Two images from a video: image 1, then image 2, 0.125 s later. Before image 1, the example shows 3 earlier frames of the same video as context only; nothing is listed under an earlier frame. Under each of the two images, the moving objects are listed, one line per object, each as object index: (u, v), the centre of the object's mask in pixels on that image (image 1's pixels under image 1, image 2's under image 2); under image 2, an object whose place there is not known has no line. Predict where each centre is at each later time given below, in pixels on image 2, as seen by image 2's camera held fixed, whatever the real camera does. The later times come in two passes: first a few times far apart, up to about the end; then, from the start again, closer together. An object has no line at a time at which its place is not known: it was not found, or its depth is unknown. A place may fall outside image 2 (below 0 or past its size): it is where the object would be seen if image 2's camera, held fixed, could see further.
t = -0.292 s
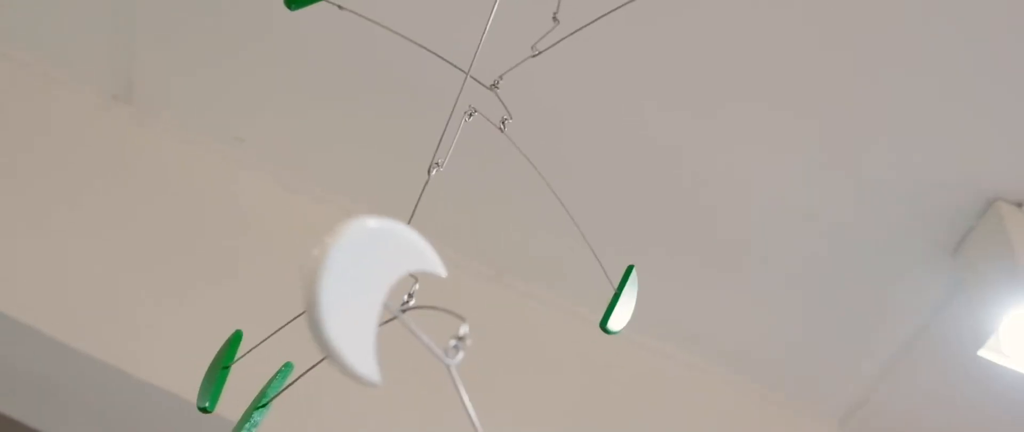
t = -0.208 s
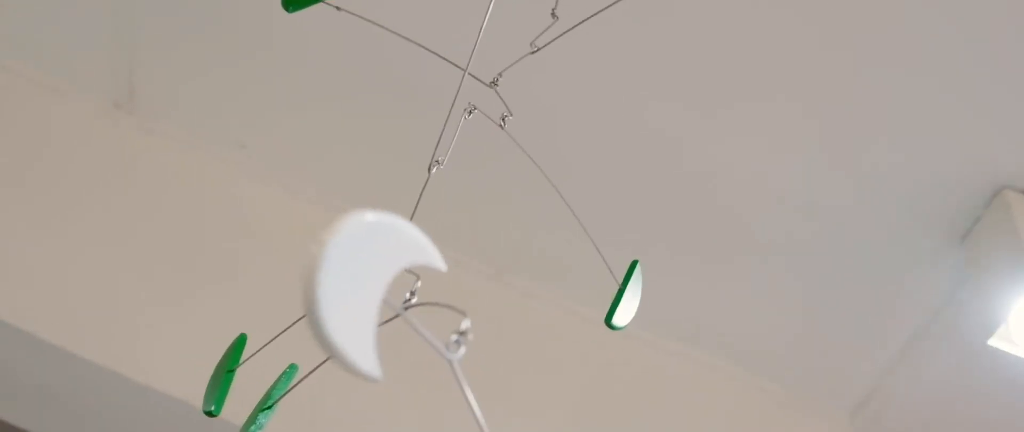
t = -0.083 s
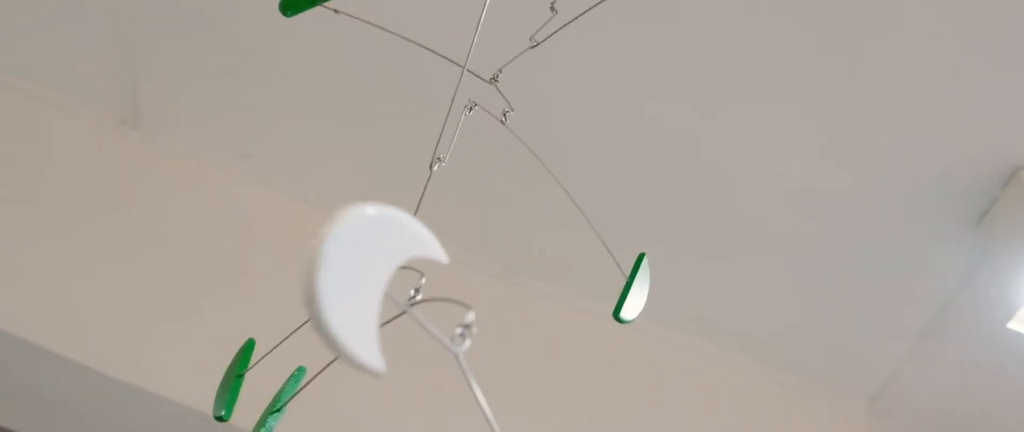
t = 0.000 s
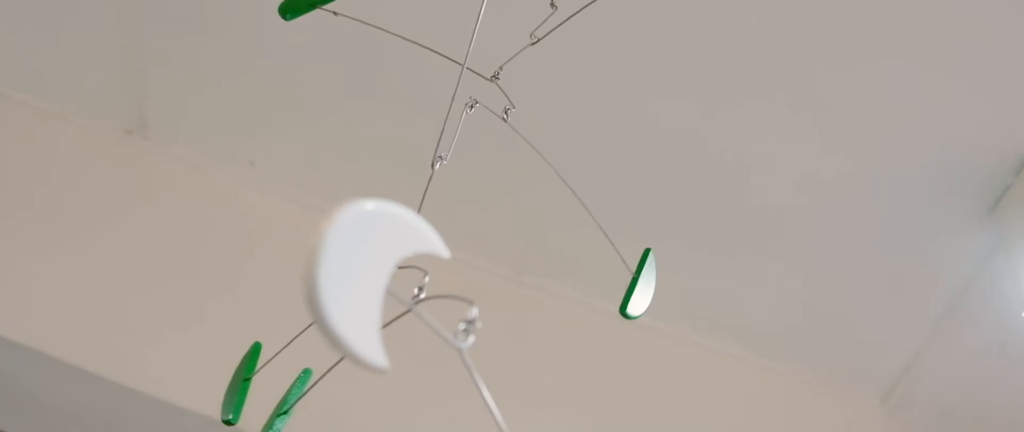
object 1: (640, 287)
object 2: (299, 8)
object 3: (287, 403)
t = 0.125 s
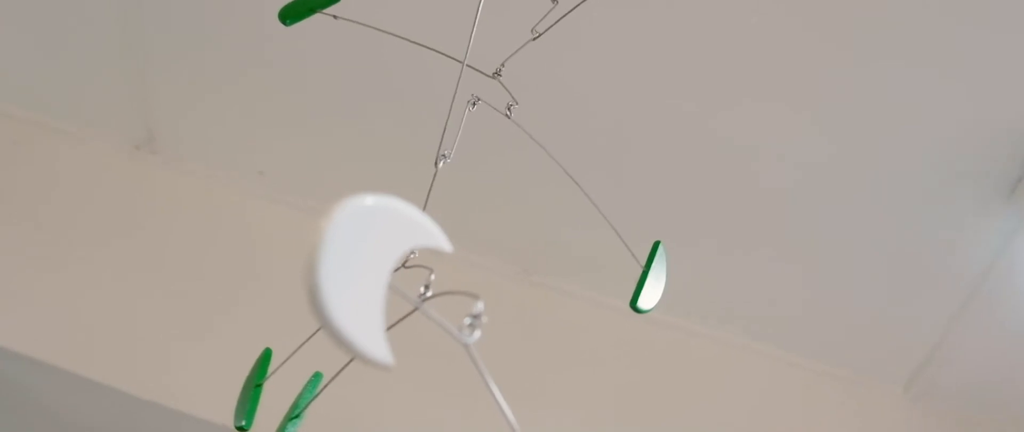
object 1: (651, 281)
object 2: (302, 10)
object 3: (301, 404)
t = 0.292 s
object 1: (651, 281)
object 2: (308, 10)
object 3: (304, 401)
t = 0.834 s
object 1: (650, 281)
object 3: (305, 386)
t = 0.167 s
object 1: (651, 281)
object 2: (304, 10)
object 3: (302, 404)
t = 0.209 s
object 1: (651, 281)
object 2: (305, 10)
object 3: (302, 403)
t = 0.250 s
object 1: (651, 281)
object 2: (307, 10)
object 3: (303, 401)
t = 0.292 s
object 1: (651, 281)
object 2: (308, 10)
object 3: (304, 401)
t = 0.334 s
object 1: (651, 281)
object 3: (305, 400)
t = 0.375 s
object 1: (651, 281)
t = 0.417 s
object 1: (651, 282)
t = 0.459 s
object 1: (651, 282)
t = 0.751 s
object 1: (651, 282)
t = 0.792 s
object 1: (650, 282)
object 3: (307, 388)
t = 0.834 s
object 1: (650, 281)
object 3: (305, 386)
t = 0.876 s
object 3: (303, 385)
